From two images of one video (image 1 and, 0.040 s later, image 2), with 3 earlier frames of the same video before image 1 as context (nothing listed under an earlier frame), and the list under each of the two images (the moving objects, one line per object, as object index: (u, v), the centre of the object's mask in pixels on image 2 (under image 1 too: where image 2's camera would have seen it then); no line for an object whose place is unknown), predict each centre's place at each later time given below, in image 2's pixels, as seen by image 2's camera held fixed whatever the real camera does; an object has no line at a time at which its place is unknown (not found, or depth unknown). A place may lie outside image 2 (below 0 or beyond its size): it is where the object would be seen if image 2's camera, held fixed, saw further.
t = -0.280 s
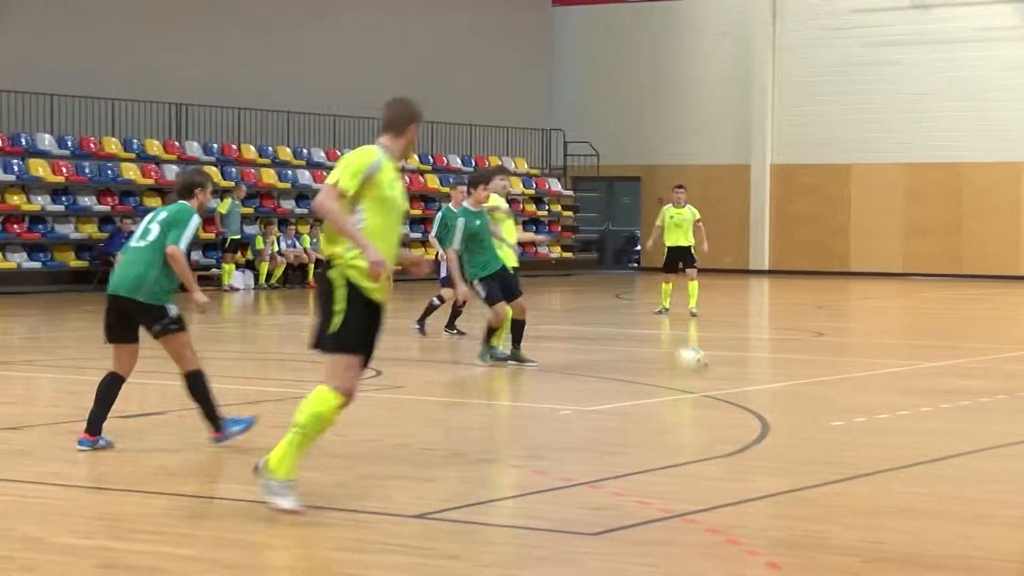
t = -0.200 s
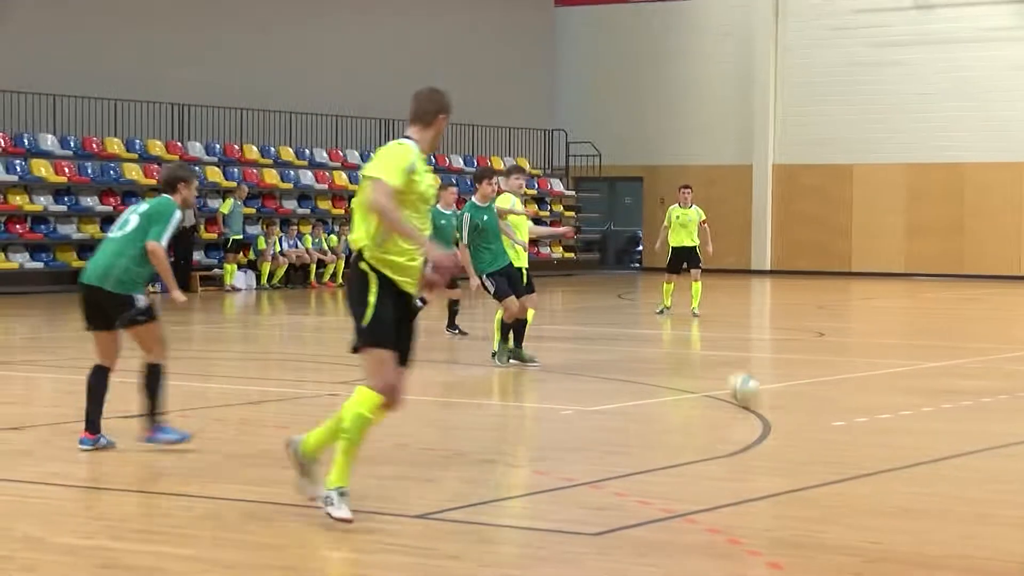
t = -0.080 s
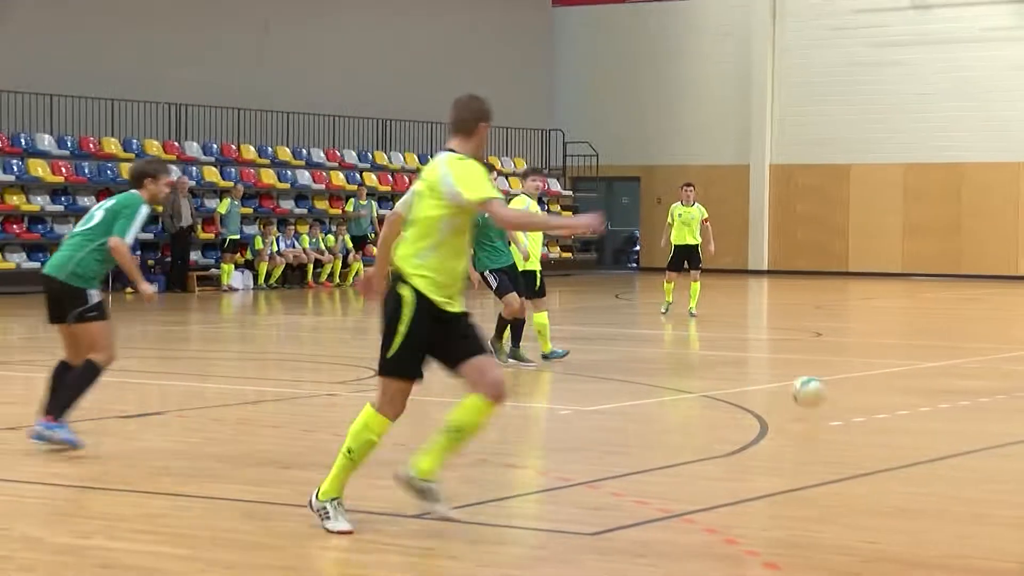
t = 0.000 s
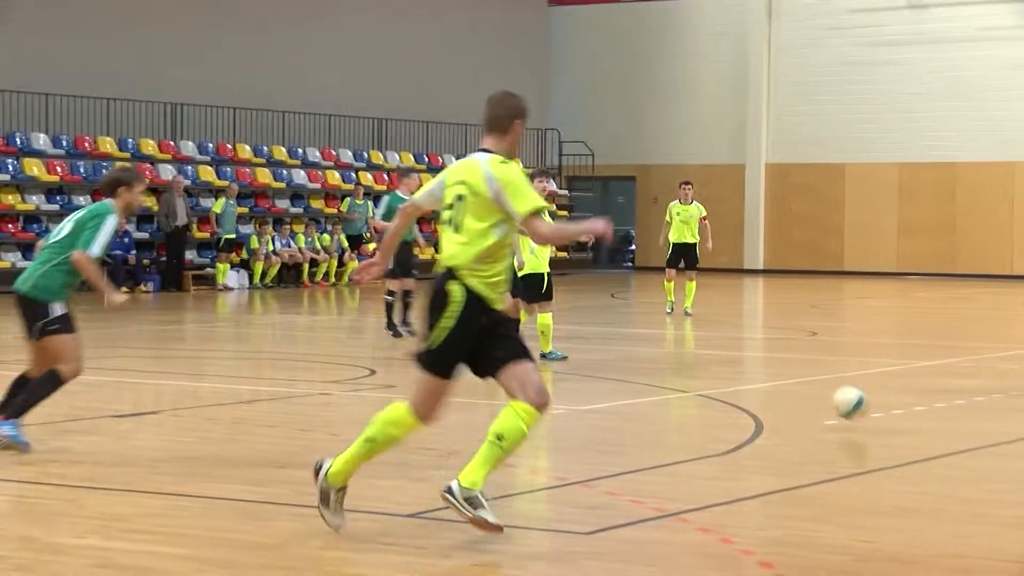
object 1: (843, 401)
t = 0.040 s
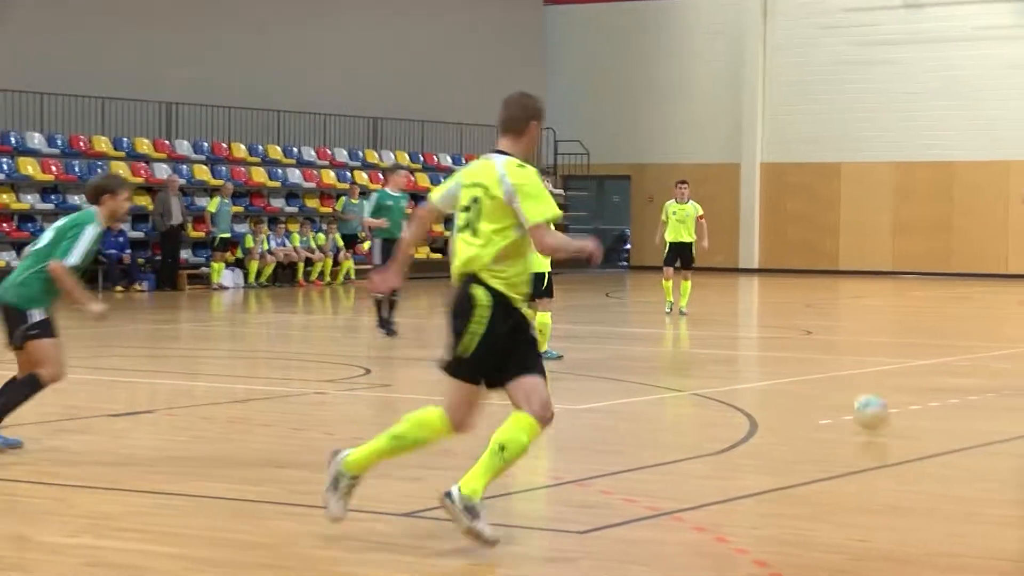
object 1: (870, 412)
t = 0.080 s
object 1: (894, 421)
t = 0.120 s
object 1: (917, 422)
